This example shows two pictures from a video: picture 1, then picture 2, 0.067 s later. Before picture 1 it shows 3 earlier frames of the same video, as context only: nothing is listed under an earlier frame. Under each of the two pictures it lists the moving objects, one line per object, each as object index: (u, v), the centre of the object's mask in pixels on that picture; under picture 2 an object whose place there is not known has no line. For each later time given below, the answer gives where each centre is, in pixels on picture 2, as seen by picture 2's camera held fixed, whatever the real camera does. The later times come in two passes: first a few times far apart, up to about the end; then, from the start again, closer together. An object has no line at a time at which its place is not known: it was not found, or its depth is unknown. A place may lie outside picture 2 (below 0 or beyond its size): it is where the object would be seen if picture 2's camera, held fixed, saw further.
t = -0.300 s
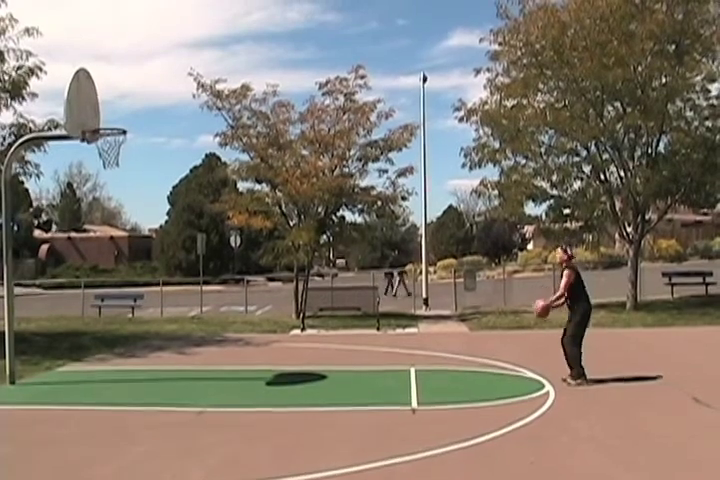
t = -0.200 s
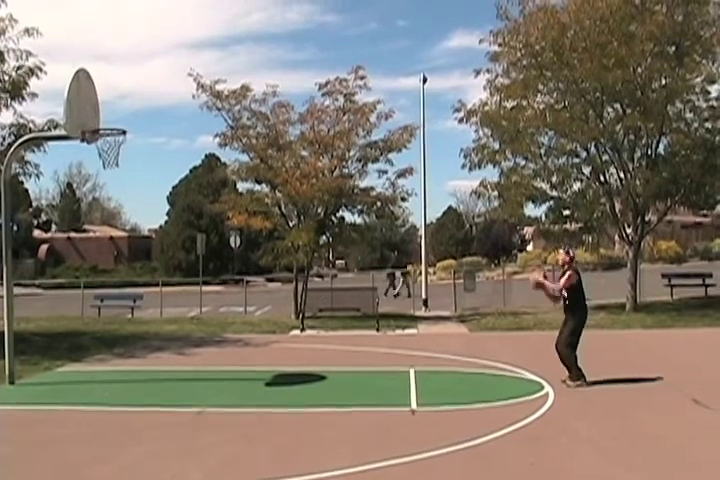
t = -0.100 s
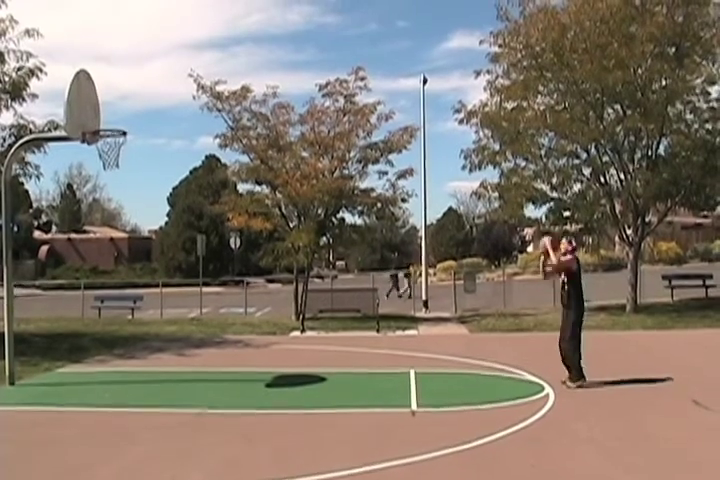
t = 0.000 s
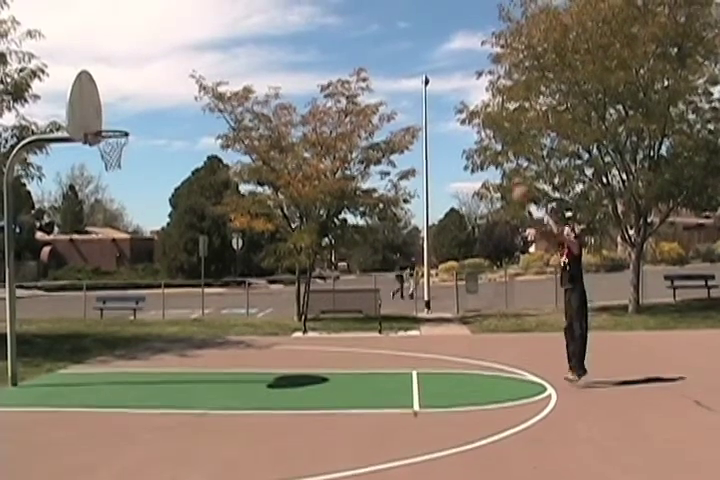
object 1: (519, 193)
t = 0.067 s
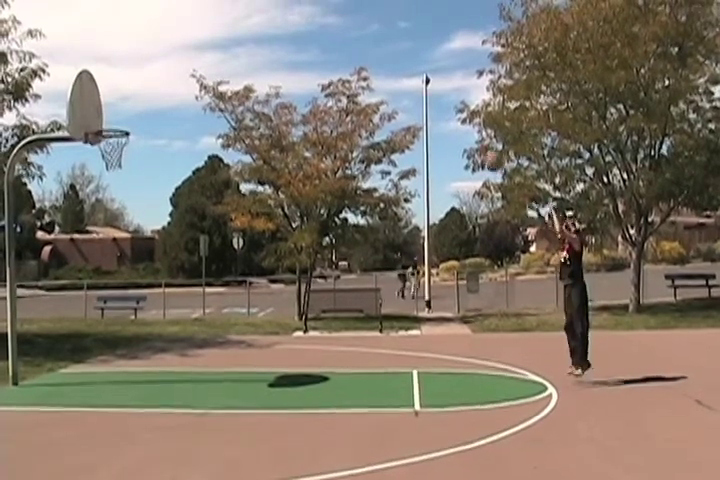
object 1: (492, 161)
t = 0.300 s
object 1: (396, 77)
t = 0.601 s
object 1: (278, 38)
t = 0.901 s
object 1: (165, 76)
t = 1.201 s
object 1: (114, 132)
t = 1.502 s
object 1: (131, 156)
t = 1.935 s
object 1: (167, 275)
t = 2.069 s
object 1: (180, 342)
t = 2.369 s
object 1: (184, 286)
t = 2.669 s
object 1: (182, 230)
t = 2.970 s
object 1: (181, 254)
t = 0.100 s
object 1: (479, 146)
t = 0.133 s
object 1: (465, 131)
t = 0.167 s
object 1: (451, 120)
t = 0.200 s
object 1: (437, 107)
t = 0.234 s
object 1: (423, 96)
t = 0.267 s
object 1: (409, 86)
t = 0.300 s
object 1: (396, 77)
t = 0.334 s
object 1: (382, 68)
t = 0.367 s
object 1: (368, 61)
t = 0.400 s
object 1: (356, 55)
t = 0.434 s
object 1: (342, 49)
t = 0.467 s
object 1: (329, 46)
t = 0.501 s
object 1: (316, 42)
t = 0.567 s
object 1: (291, 39)
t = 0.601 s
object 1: (278, 38)
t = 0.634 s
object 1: (265, 39)
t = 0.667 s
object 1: (253, 41)
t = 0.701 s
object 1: (240, 43)
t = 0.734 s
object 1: (227, 47)
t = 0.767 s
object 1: (214, 50)
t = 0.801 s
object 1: (202, 56)
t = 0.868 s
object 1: (177, 69)
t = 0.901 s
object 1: (165, 76)
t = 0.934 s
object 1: (153, 85)
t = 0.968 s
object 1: (140, 94)
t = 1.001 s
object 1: (129, 105)
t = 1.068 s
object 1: (105, 127)
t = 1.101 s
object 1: (108, 132)
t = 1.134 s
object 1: (113, 133)
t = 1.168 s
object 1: (121, 132)
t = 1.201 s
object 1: (114, 132)
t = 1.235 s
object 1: (108, 133)
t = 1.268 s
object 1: (104, 136)
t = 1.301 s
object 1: (107, 140)
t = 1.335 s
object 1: (113, 146)
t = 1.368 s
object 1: (118, 150)
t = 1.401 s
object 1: (122, 151)
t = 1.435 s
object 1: (125, 152)
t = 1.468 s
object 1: (129, 154)
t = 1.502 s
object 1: (131, 156)
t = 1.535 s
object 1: (134, 161)
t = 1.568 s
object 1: (137, 165)
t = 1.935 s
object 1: (167, 275)
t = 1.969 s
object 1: (171, 289)
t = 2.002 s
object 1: (174, 306)
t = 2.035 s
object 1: (177, 325)
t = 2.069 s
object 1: (180, 342)
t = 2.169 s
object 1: (185, 363)
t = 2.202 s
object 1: (184, 348)
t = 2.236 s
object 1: (185, 332)
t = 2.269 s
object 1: (184, 321)
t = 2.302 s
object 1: (185, 309)
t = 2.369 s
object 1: (184, 286)
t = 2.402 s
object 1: (184, 275)
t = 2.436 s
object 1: (183, 267)
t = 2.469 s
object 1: (183, 259)
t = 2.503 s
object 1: (183, 251)
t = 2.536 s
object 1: (183, 246)
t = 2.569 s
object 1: (184, 241)
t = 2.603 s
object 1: (182, 235)
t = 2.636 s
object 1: (182, 233)
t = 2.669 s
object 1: (182, 230)
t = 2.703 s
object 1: (182, 229)
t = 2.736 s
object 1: (182, 229)
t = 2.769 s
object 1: (181, 229)
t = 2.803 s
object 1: (181, 231)
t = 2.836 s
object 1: (181, 233)
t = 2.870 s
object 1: (181, 237)
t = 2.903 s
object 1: (181, 242)
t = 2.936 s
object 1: (182, 247)
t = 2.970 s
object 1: (181, 254)
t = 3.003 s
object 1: (181, 262)
